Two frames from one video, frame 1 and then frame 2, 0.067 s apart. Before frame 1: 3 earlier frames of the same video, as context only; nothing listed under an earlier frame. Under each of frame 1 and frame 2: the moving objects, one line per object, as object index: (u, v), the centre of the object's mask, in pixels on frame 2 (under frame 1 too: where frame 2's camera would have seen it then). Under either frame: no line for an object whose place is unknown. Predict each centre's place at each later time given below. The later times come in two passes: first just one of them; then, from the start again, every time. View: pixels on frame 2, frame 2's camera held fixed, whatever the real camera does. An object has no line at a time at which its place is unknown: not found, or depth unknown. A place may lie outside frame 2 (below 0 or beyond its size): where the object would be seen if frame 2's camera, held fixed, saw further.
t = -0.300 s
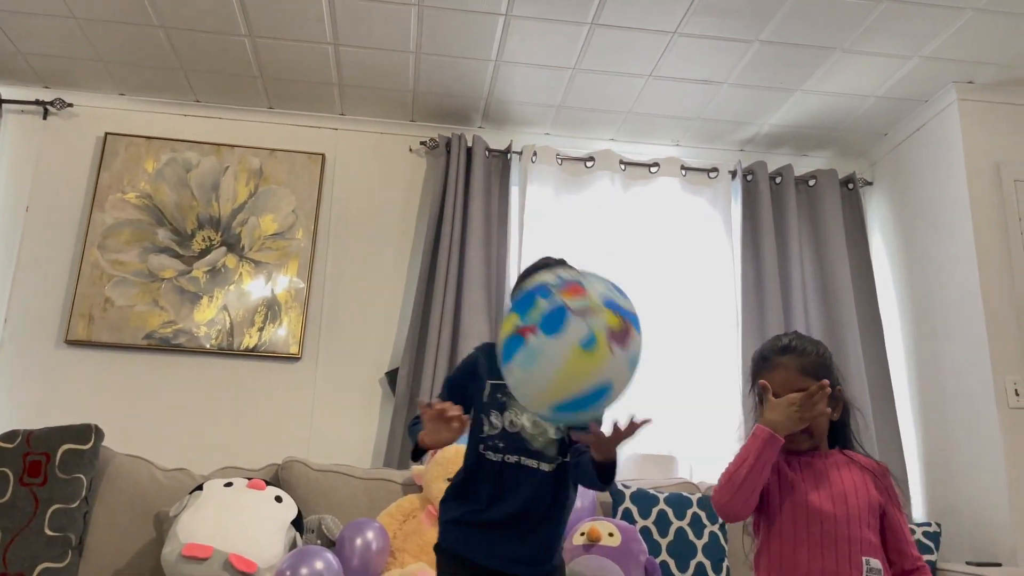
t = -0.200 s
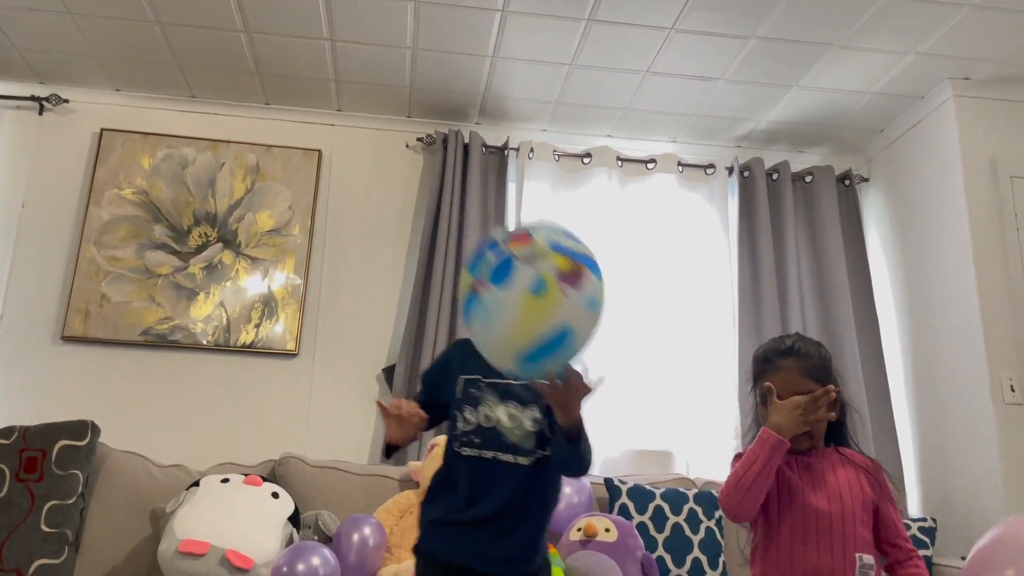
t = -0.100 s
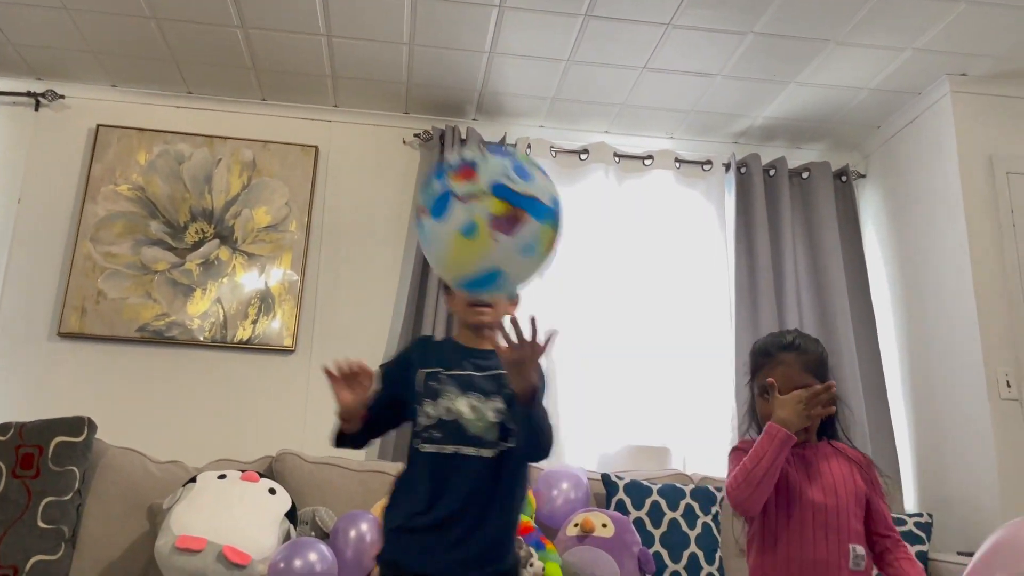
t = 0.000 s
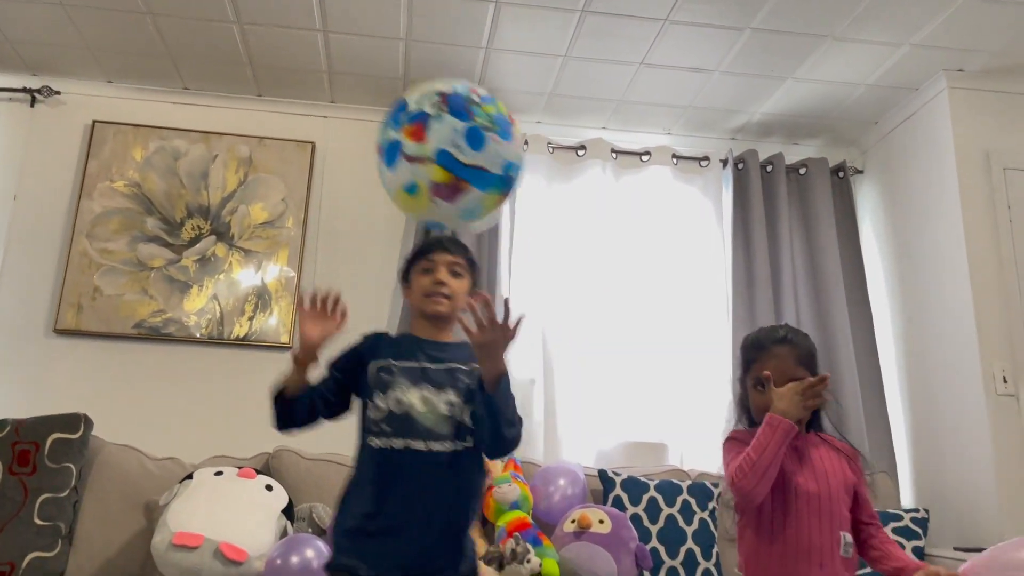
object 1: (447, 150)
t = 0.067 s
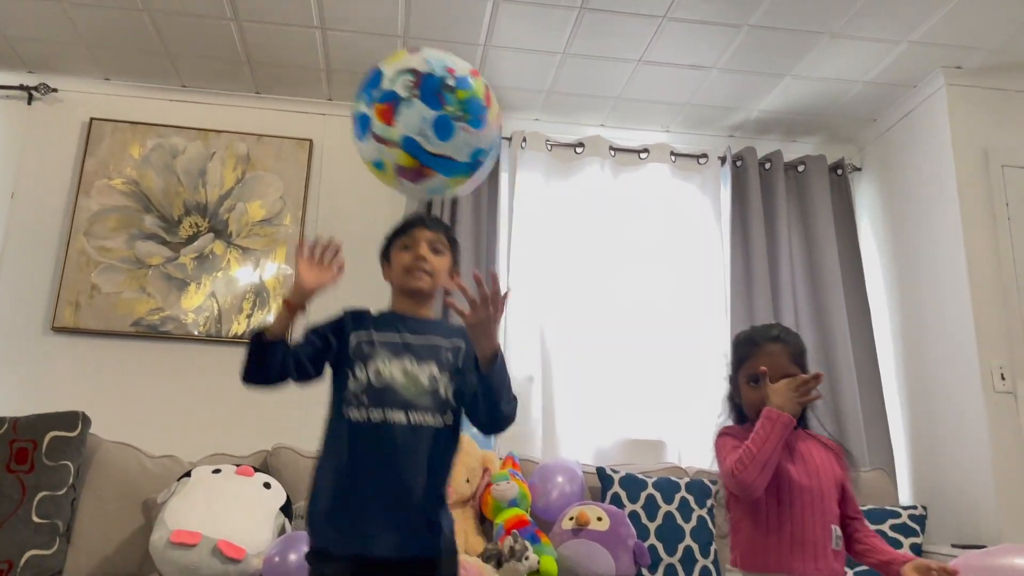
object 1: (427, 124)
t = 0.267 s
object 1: (370, 78)
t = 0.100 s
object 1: (417, 112)
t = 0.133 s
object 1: (408, 101)
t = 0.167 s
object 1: (398, 92)
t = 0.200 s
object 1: (389, 85)
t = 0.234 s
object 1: (380, 81)
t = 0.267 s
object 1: (370, 78)
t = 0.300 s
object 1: (362, 77)
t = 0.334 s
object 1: (353, 76)
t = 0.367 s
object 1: (345, 77)
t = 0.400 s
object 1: (336, 79)
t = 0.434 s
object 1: (328, 81)
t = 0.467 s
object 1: (320, 84)
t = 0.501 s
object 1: (313, 89)
